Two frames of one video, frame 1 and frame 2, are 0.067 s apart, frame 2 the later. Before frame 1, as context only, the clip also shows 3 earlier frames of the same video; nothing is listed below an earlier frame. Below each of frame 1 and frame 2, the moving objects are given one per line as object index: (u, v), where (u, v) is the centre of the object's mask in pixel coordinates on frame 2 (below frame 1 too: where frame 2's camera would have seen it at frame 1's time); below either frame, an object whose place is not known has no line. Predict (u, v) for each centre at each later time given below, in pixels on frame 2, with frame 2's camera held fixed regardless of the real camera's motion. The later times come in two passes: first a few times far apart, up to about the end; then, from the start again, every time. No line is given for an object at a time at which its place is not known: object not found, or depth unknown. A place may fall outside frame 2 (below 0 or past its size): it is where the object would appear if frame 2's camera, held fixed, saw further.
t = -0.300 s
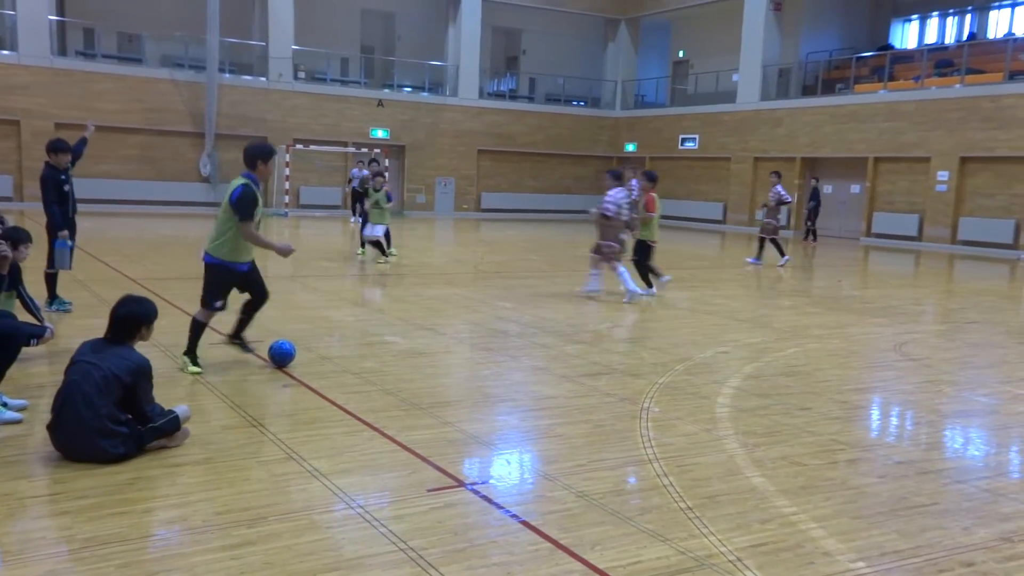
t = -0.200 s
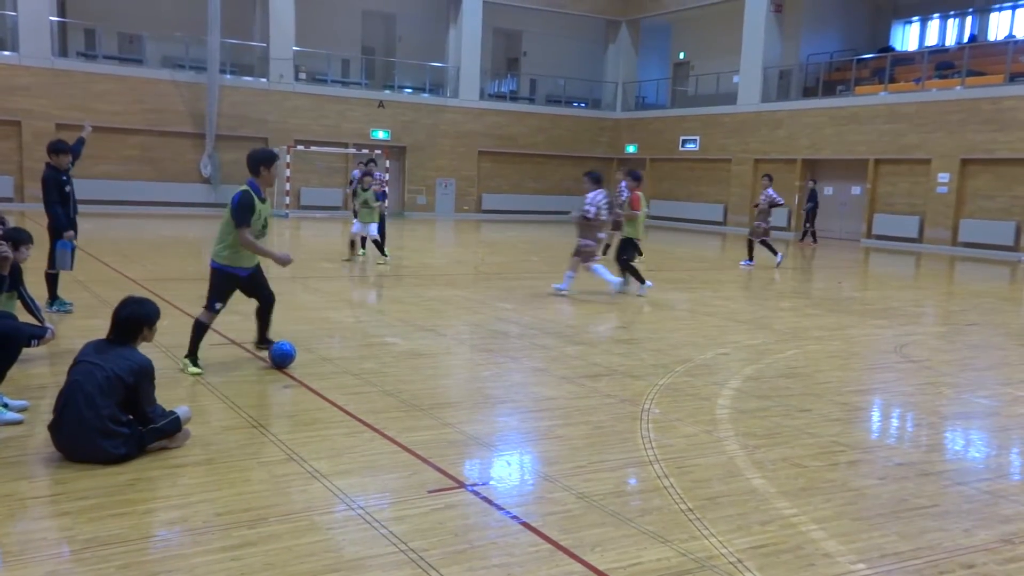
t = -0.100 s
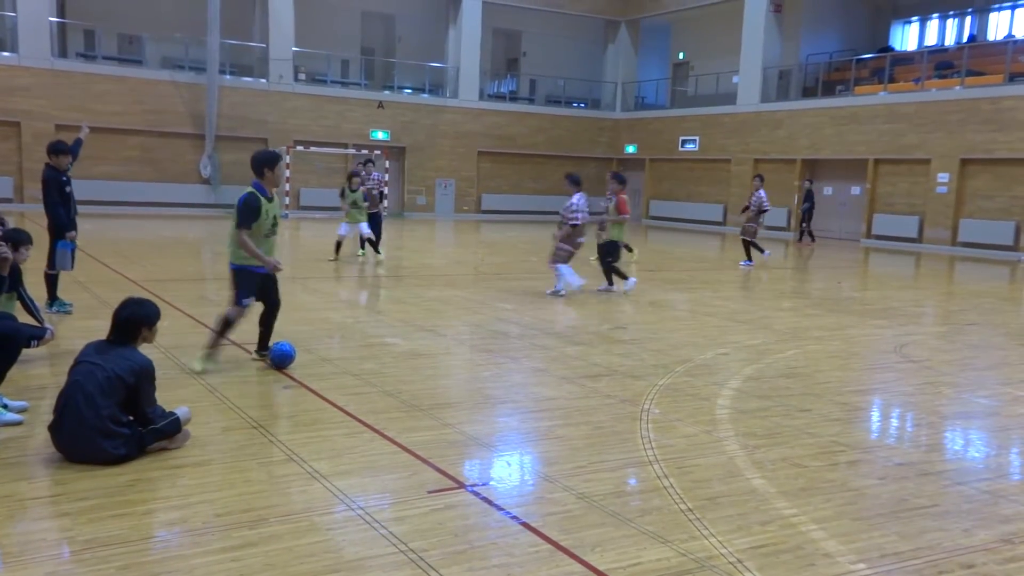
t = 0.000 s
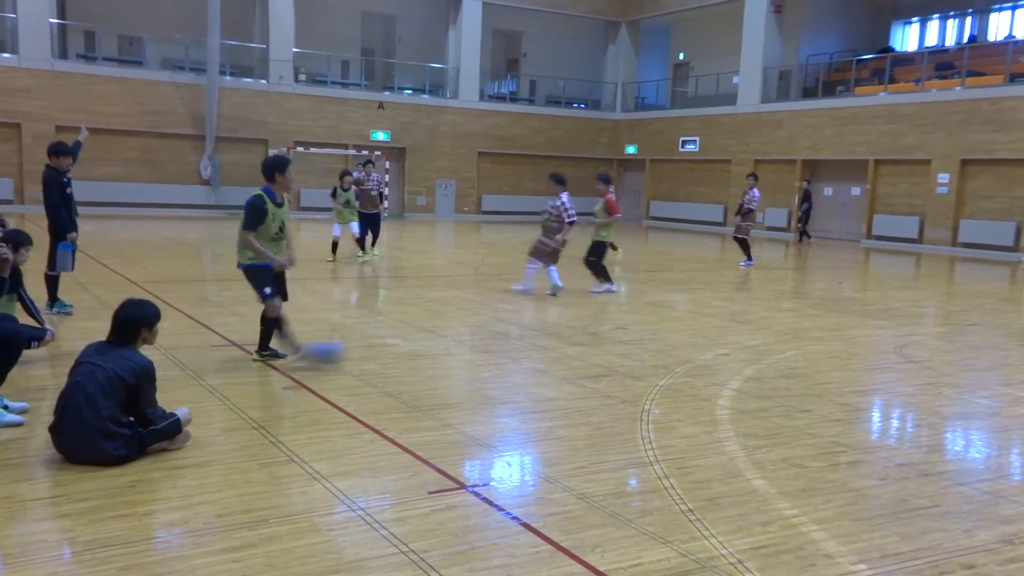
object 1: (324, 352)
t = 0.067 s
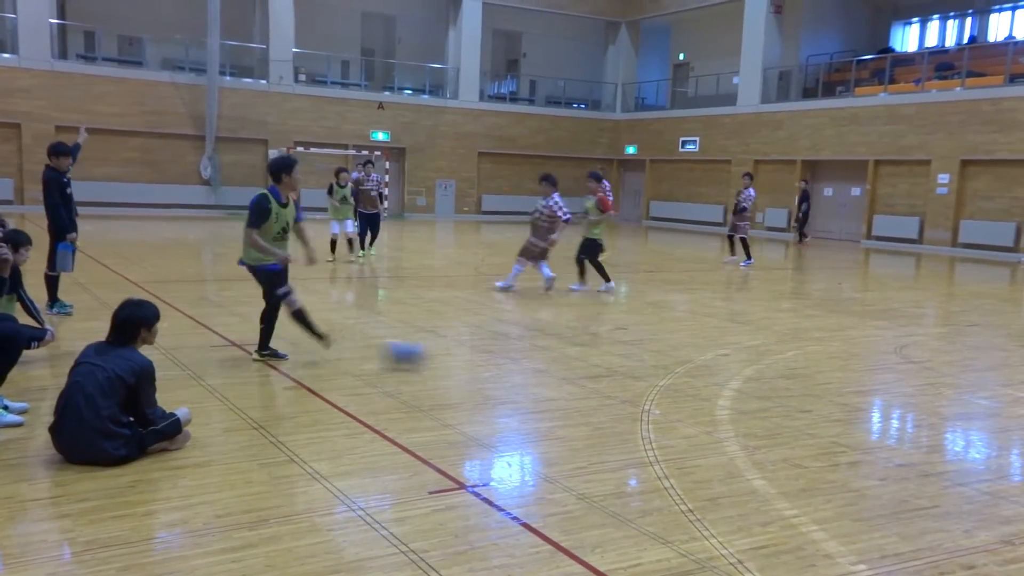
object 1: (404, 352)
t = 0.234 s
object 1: (589, 359)
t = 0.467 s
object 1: (804, 362)
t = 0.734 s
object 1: (1011, 365)
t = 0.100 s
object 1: (444, 356)
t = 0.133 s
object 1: (482, 357)
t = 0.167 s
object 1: (518, 356)
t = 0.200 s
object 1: (555, 357)
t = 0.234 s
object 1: (589, 359)
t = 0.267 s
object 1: (621, 360)
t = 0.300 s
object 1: (654, 360)
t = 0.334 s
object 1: (685, 360)
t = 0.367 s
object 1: (715, 361)
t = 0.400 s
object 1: (745, 360)
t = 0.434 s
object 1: (776, 361)
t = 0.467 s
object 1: (804, 362)
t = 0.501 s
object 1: (833, 362)
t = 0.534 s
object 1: (860, 363)
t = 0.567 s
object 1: (887, 363)
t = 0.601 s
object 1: (913, 363)
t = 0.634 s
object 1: (939, 364)
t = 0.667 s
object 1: (964, 365)
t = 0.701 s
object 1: (988, 365)
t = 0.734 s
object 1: (1011, 365)
